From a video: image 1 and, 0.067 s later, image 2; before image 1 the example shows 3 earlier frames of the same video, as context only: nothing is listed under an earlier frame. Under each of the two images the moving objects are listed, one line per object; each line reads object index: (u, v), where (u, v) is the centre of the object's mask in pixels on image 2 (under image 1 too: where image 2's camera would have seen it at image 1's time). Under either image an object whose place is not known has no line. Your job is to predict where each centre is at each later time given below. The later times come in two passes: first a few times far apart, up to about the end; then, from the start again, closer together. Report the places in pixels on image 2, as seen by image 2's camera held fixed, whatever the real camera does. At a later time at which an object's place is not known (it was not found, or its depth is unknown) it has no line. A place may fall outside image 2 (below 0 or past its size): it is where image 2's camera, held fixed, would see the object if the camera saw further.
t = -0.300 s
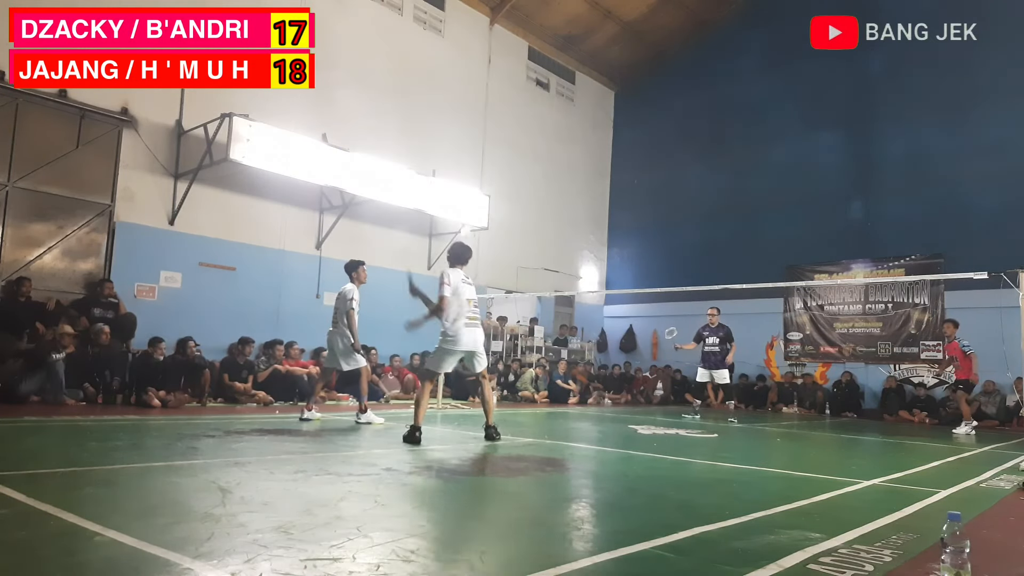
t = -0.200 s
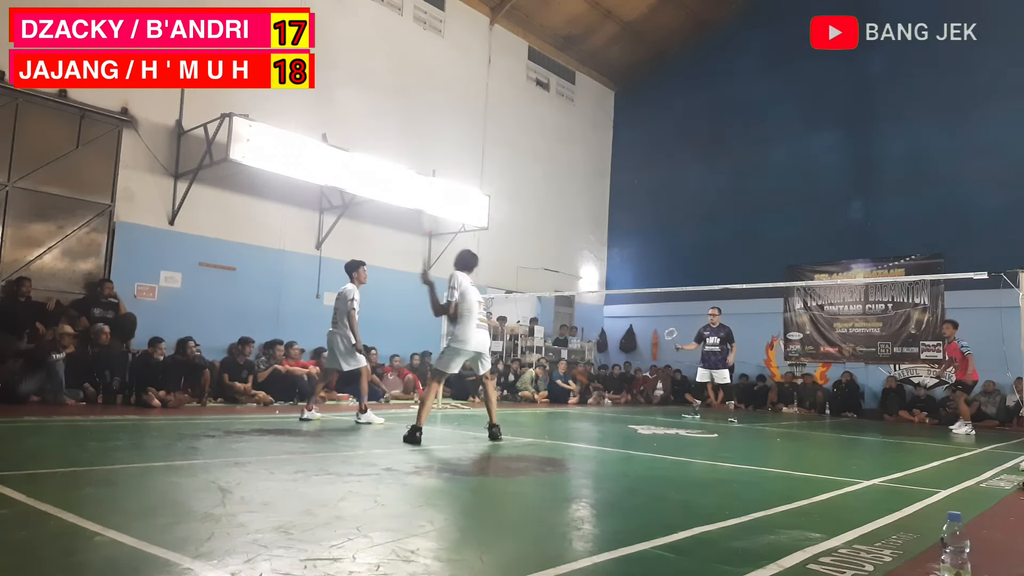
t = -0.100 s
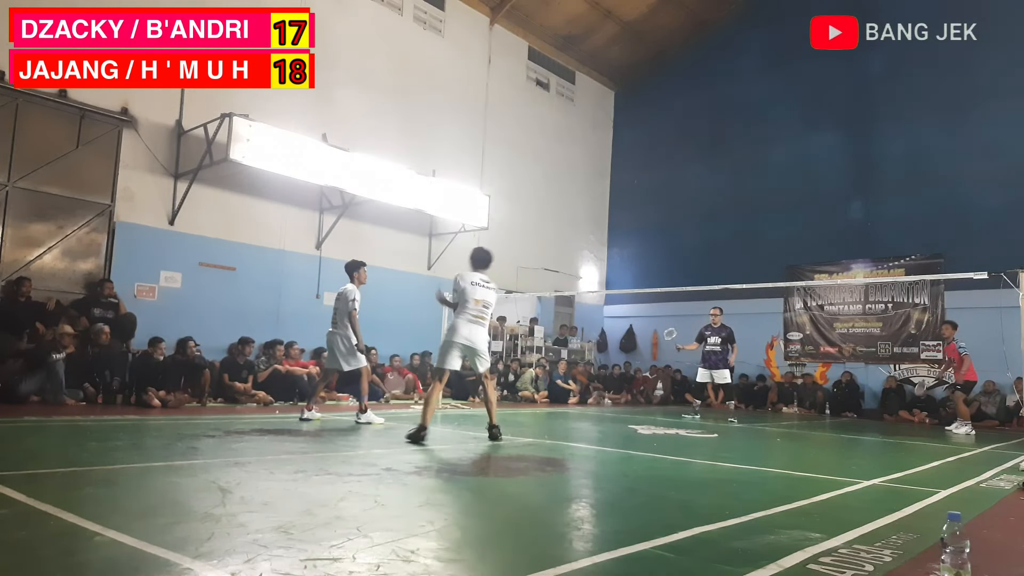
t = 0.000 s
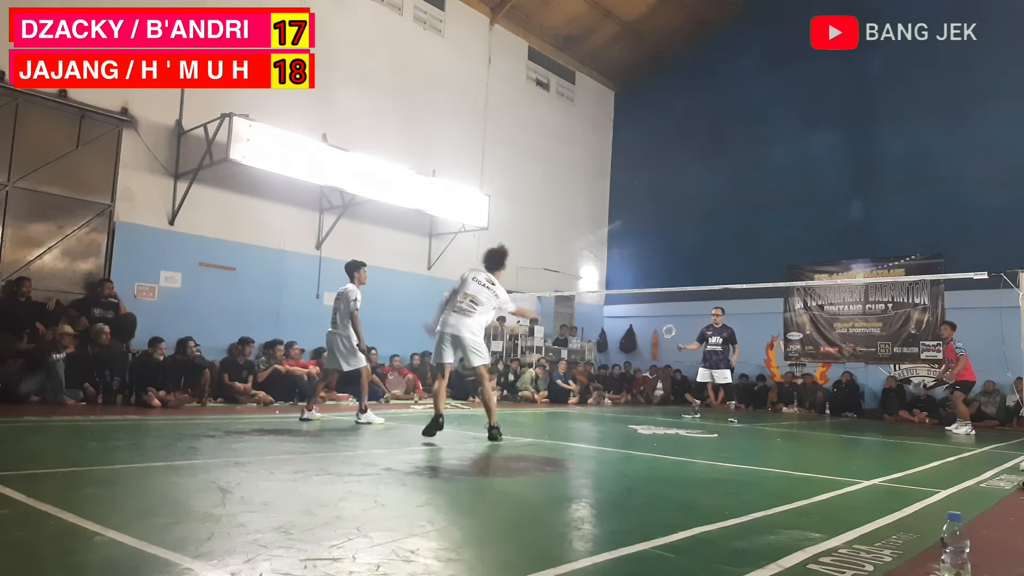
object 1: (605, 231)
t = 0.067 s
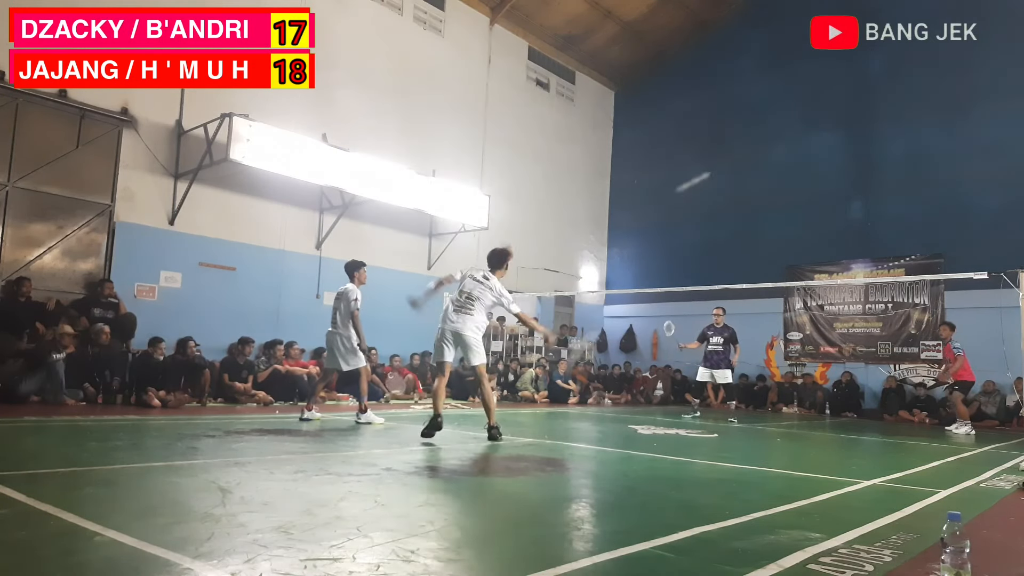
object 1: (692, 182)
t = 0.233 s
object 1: (793, 135)
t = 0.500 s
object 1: (858, 132)
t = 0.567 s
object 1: (869, 138)
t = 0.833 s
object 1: (900, 183)
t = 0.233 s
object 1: (793, 135)
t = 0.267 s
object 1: (804, 131)
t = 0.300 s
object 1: (815, 129)
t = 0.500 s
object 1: (858, 132)
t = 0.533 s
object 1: (863, 134)
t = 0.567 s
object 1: (869, 138)
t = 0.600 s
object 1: (874, 142)
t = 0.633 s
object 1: (878, 147)
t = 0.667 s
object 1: (882, 152)
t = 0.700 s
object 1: (886, 157)
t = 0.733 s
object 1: (890, 163)
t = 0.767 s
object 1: (894, 169)
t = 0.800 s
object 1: (897, 176)
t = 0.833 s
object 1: (900, 183)
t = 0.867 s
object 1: (903, 191)
